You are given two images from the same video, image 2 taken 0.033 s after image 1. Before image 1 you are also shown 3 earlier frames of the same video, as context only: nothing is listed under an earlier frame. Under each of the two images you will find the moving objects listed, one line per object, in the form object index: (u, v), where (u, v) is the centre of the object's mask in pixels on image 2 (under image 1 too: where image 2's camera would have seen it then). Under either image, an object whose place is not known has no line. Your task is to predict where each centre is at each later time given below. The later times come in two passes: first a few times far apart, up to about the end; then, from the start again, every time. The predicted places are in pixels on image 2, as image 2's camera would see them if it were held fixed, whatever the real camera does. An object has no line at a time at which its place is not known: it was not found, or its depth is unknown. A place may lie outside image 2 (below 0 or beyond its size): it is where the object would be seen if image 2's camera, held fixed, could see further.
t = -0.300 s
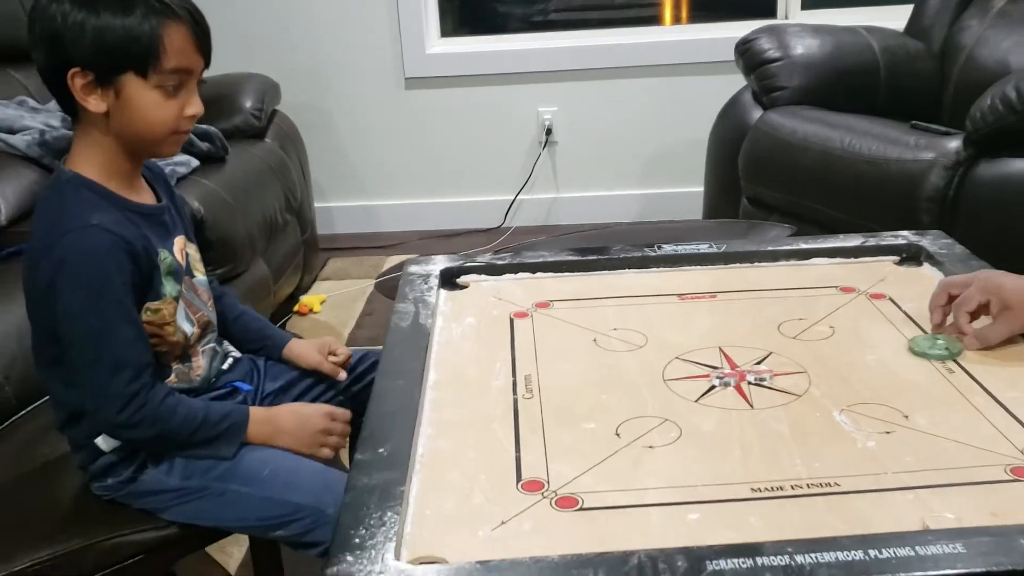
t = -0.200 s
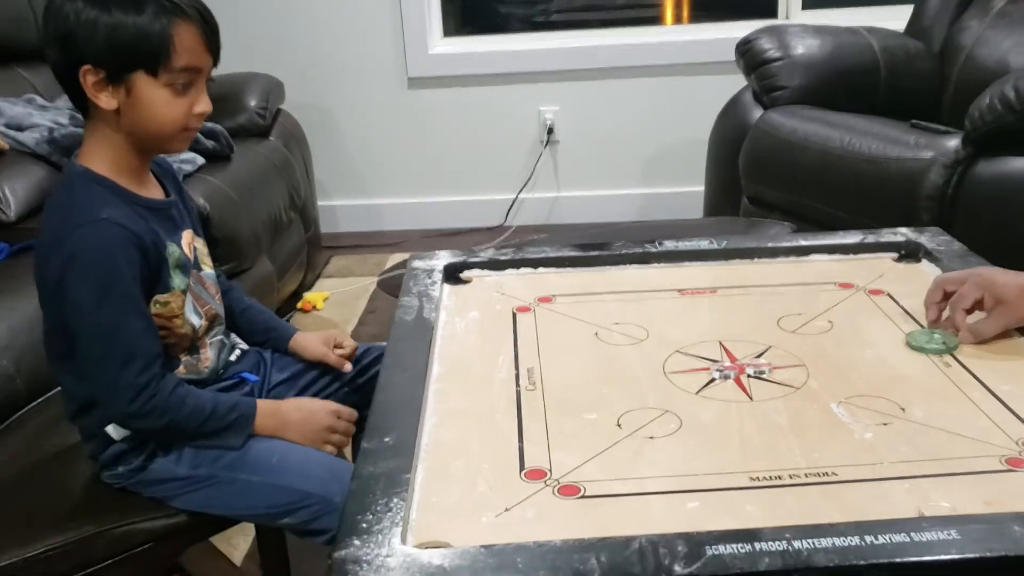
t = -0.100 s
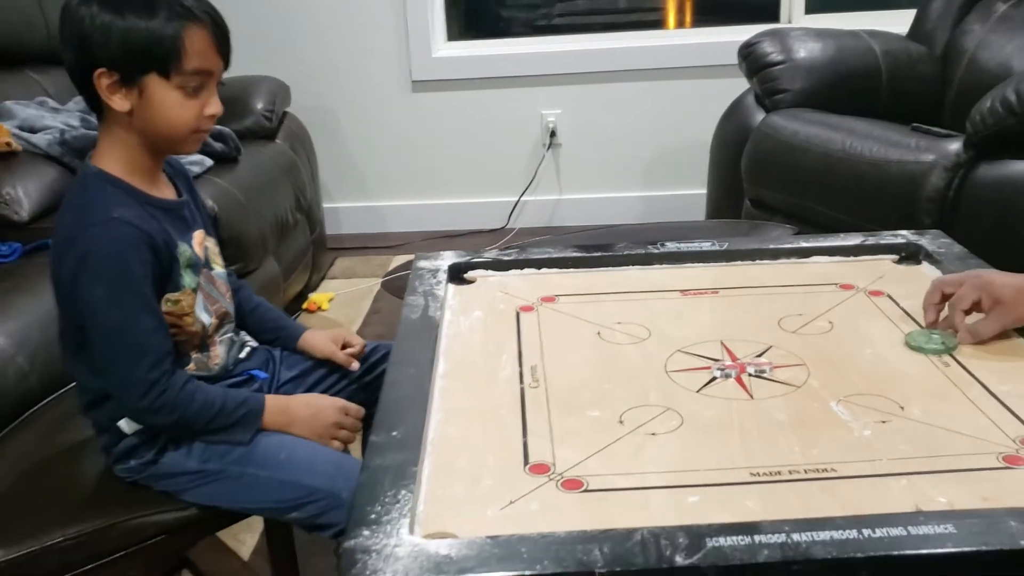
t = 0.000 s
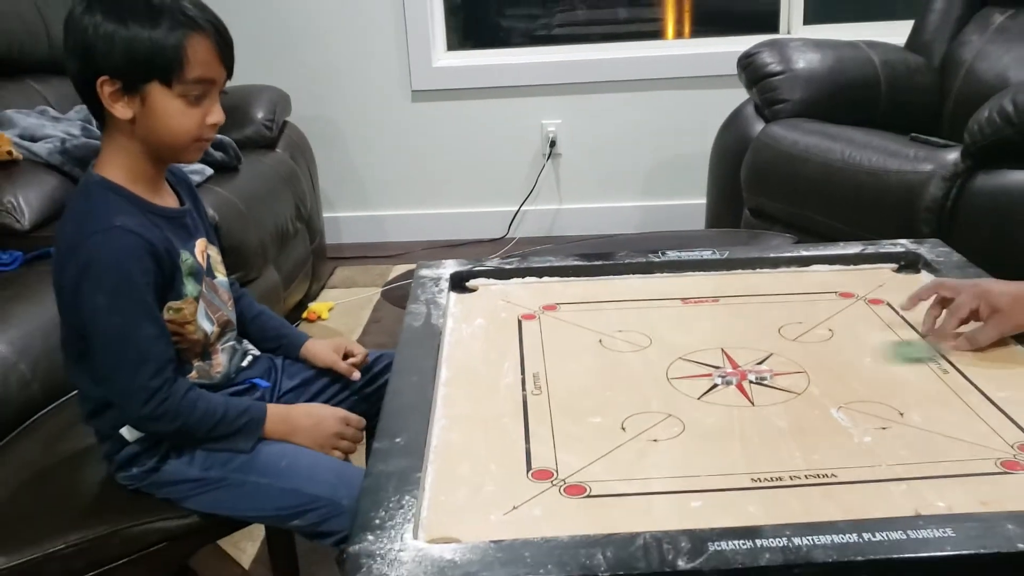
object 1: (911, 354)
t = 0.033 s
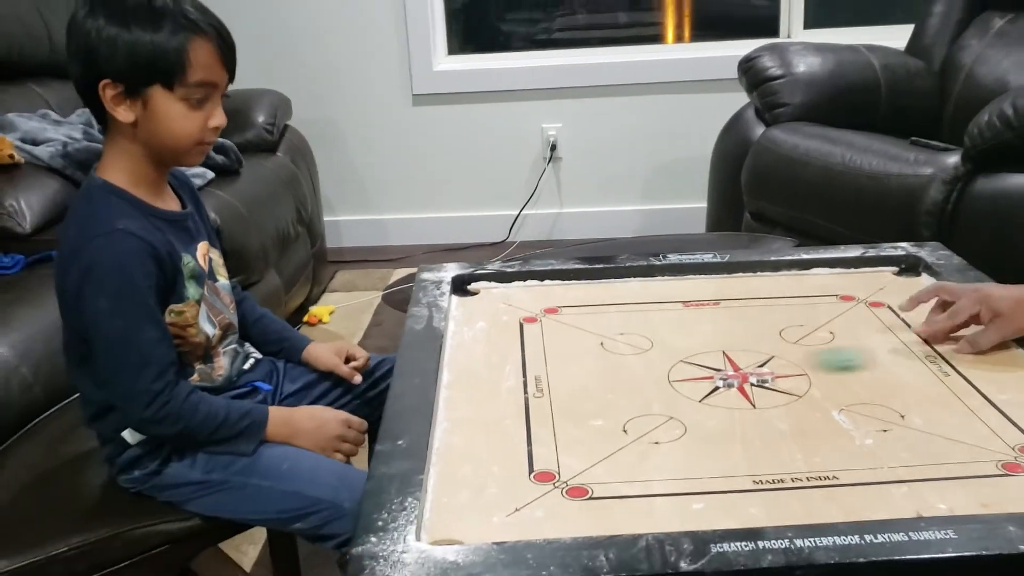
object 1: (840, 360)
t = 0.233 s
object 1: (511, 354)
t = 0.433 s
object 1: (543, 337)
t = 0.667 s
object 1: (608, 328)
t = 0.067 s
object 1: (769, 363)
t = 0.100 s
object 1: (710, 361)
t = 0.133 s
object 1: (657, 360)
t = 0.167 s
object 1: (607, 358)
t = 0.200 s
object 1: (557, 356)
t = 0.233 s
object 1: (511, 354)
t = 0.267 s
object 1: (472, 350)
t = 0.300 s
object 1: (484, 348)
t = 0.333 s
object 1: (500, 344)
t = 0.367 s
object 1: (516, 342)
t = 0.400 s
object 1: (530, 339)
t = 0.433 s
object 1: (543, 337)
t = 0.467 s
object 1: (555, 335)
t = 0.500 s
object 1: (567, 333)
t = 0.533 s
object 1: (577, 332)
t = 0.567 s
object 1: (586, 331)
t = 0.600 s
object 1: (595, 330)
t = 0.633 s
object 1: (602, 329)
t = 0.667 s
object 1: (608, 328)
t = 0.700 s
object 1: (613, 328)
